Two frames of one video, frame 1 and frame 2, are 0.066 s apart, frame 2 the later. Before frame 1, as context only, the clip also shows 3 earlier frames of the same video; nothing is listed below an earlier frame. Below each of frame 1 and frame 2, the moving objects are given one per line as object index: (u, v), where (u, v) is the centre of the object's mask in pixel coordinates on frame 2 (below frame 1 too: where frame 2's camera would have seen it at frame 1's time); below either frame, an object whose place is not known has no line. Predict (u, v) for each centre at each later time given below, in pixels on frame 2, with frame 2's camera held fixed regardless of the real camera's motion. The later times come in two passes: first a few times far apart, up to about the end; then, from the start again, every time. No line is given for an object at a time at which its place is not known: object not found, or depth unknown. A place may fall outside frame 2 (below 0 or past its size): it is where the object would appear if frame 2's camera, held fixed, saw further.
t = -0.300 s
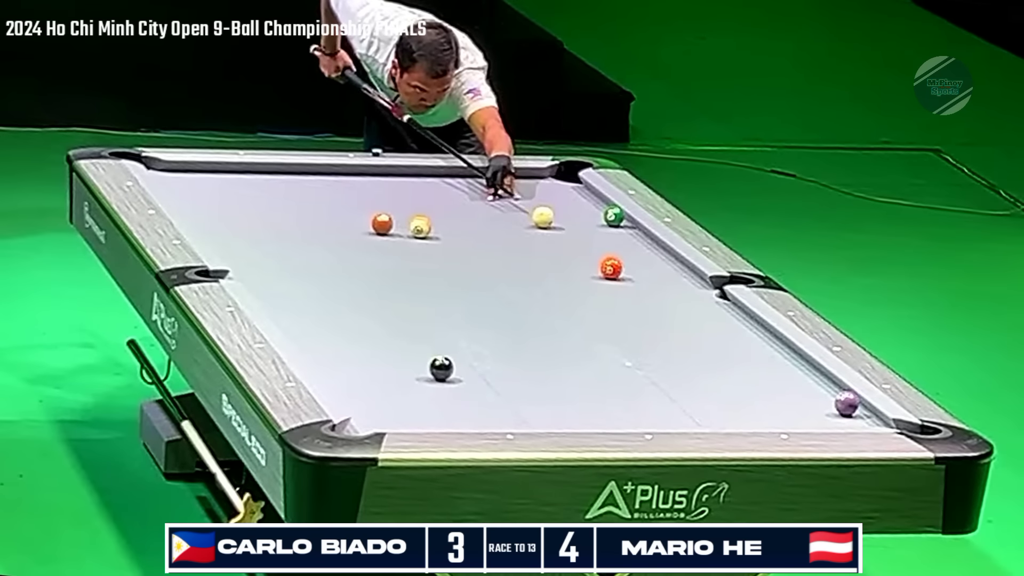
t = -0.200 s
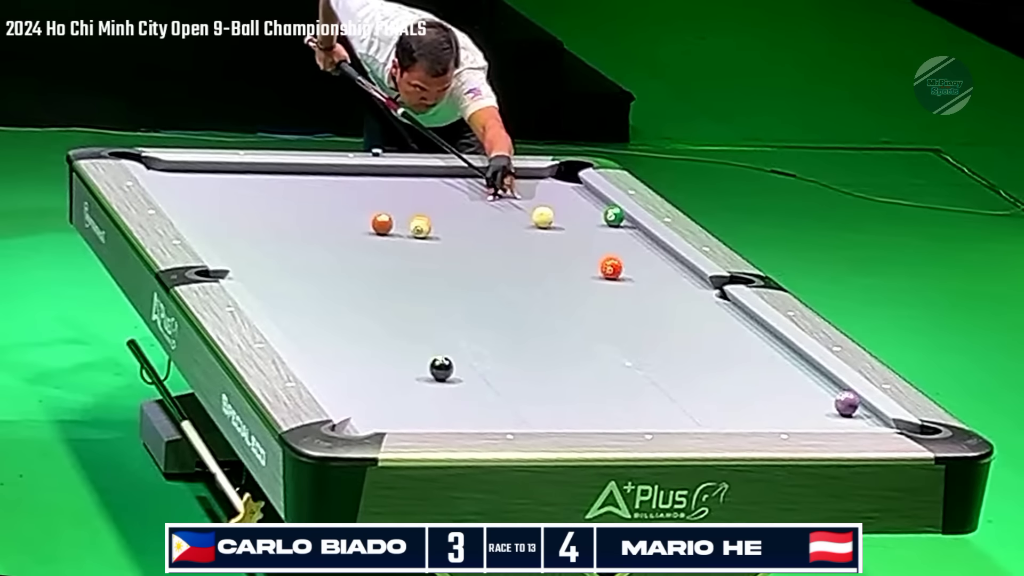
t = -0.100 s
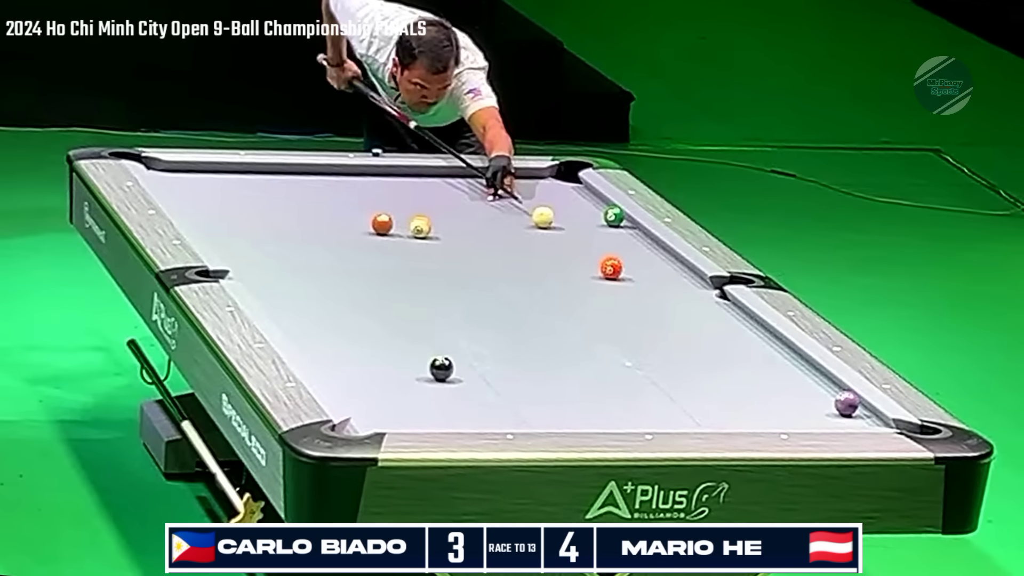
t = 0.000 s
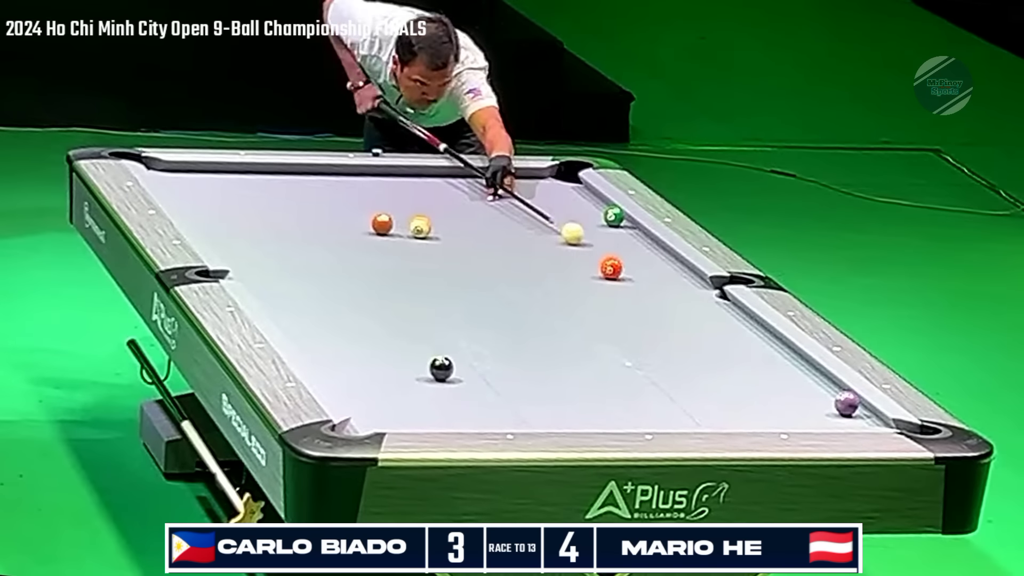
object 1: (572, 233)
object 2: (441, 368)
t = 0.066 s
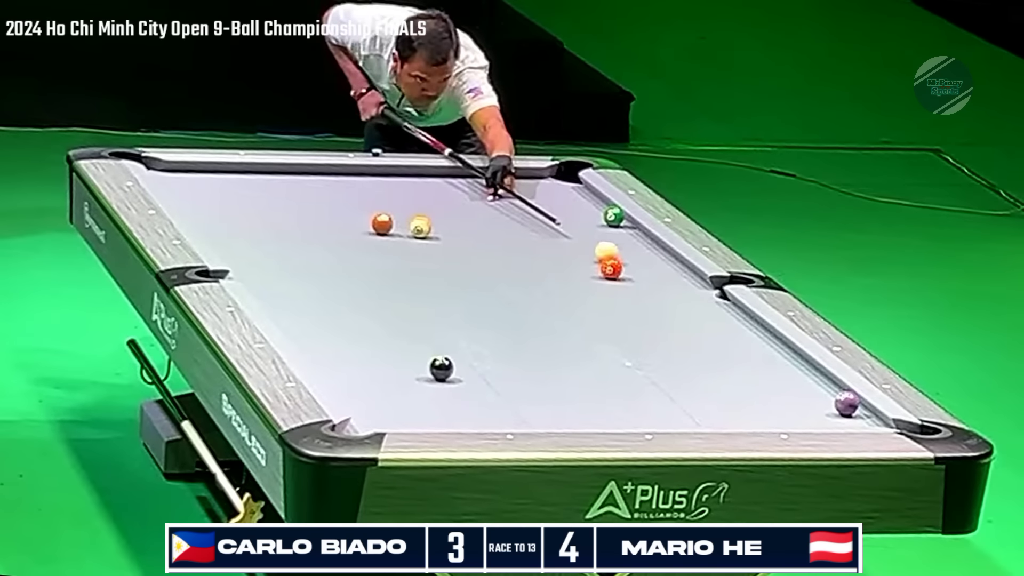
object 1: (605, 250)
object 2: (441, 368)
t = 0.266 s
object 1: (707, 310)
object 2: (441, 368)
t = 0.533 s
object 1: (831, 390)
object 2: (441, 368)
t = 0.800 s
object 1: (812, 405)
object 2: (441, 368)
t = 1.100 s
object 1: (804, 422)
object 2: (441, 368)
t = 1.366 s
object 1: (742, 415)
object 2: (441, 368)
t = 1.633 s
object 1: (684, 407)
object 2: (441, 368)
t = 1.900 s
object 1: (629, 397)
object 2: (441, 368)
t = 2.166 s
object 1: (577, 388)
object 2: (441, 368)
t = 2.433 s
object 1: (528, 379)
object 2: (441, 368)
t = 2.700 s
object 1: (481, 371)
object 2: (441, 368)
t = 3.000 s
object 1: (452, 362)
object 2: (421, 369)
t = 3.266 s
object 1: (436, 355)
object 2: (399, 369)
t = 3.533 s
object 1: (421, 348)
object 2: (378, 370)
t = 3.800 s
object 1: (408, 342)
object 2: (360, 370)
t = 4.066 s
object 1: (397, 337)
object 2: (344, 371)
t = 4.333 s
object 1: (387, 333)
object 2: (330, 371)
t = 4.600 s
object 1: (378, 328)
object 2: (324, 370)
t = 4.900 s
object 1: (369, 325)
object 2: (329, 371)
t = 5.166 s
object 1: (362, 322)
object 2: (332, 371)
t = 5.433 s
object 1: (358, 319)
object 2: (333, 372)
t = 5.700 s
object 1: (354, 317)
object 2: (333, 372)
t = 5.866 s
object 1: (352, 317)
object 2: (333, 372)
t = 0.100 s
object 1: (627, 261)
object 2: (441, 368)
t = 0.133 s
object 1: (640, 271)
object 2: (441, 368)
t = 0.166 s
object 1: (657, 281)
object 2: (441, 368)
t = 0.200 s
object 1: (673, 290)
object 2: (441, 368)
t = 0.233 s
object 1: (690, 300)
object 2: (441, 368)
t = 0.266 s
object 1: (707, 310)
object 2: (441, 368)
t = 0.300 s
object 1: (724, 319)
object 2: (441, 368)
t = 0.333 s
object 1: (742, 329)
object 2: (441, 368)
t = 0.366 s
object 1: (760, 340)
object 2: (441, 368)
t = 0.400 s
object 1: (778, 350)
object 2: (441, 368)
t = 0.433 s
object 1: (797, 361)
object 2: (441, 368)
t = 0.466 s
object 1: (815, 371)
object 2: (441, 368)
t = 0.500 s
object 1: (824, 381)
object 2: (441, 368)
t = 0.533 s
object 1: (831, 390)
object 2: (441, 368)
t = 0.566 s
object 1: (834, 396)
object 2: (441, 368)
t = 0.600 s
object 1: (830, 397)
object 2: (441, 368)
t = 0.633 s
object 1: (826, 398)
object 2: (441, 368)
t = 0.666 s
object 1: (822, 399)
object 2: (441, 368)
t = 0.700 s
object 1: (819, 400)
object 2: (441, 368)
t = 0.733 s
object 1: (816, 401)
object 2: (441, 368)
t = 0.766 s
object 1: (814, 403)
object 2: (441, 368)
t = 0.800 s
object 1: (812, 405)
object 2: (441, 368)
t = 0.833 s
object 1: (810, 407)
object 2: (441, 368)
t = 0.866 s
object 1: (809, 409)
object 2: (441, 368)
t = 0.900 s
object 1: (808, 411)
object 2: (441, 368)
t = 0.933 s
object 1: (807, 413)
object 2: (441, 368)
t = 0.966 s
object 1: (806, 415)
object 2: (441, 368)
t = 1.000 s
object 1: (806, 417)
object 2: (441, 368)
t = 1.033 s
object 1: (805, 418)
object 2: (441, 368)
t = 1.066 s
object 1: (805, 420)
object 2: (441, 368)
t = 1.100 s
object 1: (804, 422)
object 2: (441, 368)
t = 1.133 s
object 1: (799, 421)
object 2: (441, 368)
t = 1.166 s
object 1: (790, 420)
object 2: (441, 368)
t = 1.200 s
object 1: (782, 418)
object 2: (441, 368)
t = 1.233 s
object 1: (773, 418)
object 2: (441, 368)
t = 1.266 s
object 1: (765, 417)
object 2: (441, 368)
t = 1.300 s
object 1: (758, 416)
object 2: (441, 368)
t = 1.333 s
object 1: (750, 416)
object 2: (441, 368)
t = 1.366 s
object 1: (742, 415)
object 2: (441, 368)
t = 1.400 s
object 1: (735, 414)
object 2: (441, 368)
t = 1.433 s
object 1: (728, 413)
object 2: (441, 368)
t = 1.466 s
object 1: (720, 412)
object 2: (441, 368)
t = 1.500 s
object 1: (713, 411)
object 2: (441, 368)
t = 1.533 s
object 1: (706, 410)
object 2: (441, 368)
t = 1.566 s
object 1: (698, 409)
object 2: (441, 368)
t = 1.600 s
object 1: (692, 408)
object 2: (441, 368)
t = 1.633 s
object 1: (684, 407)
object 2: (441, 368)
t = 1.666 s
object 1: (677, 405)
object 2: (441, 368)
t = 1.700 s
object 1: (670, 404)
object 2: (441, 368)
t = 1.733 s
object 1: (663, 403)
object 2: (441, 368)
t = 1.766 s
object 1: (656, 402)
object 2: (441, 368)
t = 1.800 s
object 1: (650, 400)
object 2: (441, 368)
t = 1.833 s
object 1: (643, 399)
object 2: (441, 368)
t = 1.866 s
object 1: (636, 398)
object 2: (441, 368)
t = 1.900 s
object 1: (629, 397)
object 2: (441, 368)
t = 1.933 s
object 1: (623, 396)
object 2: (441, 368)
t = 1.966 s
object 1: (616, 394)
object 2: (441, 368)
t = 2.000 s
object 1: (610, 393)
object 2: (441, 368)
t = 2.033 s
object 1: (603, 392)
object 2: (441, 368)
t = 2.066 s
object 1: (597, 391)
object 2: (441, 368)
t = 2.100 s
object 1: (590, 389)
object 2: (441, 368)
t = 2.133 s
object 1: (583, 388)
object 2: (441, 368)
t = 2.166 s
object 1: (577, 388)
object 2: (441, 368)
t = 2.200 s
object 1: (571, 386)
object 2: (441, 368)
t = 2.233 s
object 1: (564, 385)
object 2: (441, 368)
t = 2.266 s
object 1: (558, 384)
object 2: (441, 368)
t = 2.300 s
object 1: (552, 383)
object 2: (441, 368)
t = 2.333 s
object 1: (546, 382)
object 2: (441, 368)
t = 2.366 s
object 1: (540, 381)
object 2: (441, 368)
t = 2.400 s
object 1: (534, 380)
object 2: (441, 368)
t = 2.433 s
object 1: (528, 379)
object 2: (441, 368)
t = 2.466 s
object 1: (521, 378)
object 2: (441, 368)
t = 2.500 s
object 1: (516, 377)
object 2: (441, 368)
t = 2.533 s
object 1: (509, 376)
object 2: (441, 368)
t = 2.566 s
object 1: (504, 375)
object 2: (441, 368)
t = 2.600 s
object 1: (498, 374)
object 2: (441, 368)
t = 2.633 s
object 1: (492, 373)
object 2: (441, 368)
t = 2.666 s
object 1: (486, 372)
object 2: (441, 368)
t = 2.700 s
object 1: (481, 371)
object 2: (441, 368)
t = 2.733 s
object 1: (475, 370)
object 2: (441, 368)
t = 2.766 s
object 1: (469, 369)
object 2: (441, 368)
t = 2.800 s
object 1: (465, 368)
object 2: (440, 368)
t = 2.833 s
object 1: (463, 367)
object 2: (436, 368)
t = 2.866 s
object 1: (461, 366)
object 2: (433, 368)
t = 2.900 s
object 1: (458, 365)
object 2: (430, 369)
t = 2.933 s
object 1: (456, 364)
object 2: (427, 369)
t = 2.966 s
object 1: (454, 363)
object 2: (424, 369)
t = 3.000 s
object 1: (452, 362)
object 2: (421, 369)
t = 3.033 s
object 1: (450, 361)
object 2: (418, 369)
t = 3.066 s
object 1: (448, 361)
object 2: (415, 369)
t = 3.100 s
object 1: (446, 359)
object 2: (412, 369)
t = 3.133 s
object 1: (444, 358)
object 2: (410, 369)
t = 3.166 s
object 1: (442, 357)
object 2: (407, 369)
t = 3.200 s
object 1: (440, 357)
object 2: (404, 369)
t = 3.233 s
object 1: (438, 356)
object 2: (401, 369)
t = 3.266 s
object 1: (436, 355)
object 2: (399, 369)
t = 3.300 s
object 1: (435, 354)
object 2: (396, 369)
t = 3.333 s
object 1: (433, 353)
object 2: (393, 369)
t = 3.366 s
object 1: (430, 352)
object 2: (391, 369)
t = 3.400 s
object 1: (429, 352)
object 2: (388, 370)
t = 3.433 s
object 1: (427, 351)
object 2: (385, 370)
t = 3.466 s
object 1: (425, 350)
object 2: (383, 370)
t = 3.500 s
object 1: (424, 349)
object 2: (380, 370)
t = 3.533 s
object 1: (421, 348)
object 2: (378, 370)
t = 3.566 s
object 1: (420, 348)
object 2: (376, 370)
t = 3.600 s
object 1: (418, 347)
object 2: (373, 370)
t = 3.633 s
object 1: (416, 346)
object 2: (371, 370)
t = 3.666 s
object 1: (415, 345)
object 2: (369, 370)
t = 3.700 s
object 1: (413, 345)
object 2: (367, 370)
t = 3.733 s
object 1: (412, 344)
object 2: (364, 370)
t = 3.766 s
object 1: (410, 343)
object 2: (362, 370)
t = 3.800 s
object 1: (408, 342)
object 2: (360, 370)
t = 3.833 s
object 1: (407, 342)
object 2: (358, 371)
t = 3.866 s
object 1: (406, 341)
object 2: (356, 370)
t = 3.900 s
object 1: (404, 341)
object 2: (354, 370)
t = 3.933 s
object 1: (402, 340)
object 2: (352, 370)
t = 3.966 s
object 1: (401, 339)
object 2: (350, 371)
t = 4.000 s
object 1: (400, 339)
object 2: (348, 371)
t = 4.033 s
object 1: (398, 338)
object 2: (346, 371)
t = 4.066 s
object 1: (397, 337)
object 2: (344, 371)
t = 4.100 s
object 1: (395, 337)
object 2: (342, 371)
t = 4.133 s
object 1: (394, 336)
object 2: (340, 371)
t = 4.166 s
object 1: (393, 335)
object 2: (338, 371)
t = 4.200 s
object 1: (391, 335)
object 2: (336, 371)
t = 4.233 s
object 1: (390, 334)
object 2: (335, 371)
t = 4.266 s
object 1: (389, 334)
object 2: (333, 371)
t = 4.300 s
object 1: (387, 333)
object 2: (332, 371)
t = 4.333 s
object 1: (387, 333)
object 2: (330, 371)
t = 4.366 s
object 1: (385, 332)
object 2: (329, 371)
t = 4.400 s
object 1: (384, 332)
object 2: (327, 370)
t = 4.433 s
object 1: (383, 331)
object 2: (326, 370)
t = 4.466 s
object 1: (382, 330)
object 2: (325, 370)
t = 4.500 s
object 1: (380, 330)
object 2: (324, 370)
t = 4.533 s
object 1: (380, 329)
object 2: (323, 369)
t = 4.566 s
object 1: (378, 329)
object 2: (324, 369)
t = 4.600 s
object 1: (378, 328)
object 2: (324, 370)
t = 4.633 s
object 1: (376, 328)
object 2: (325, 370)
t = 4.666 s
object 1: (375, 327)
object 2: (325, 370)
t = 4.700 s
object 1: (375, 327)
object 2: (326, 370)
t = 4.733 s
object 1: (373, 327)
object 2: (326, 370)
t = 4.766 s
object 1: (372, 326)
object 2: (327, 371)
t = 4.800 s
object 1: (372, 326)
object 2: (327, 371)
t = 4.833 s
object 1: (371, 325)
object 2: (328, 371)
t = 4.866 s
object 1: (369, 325)
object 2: (328, 371)
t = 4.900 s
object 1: (369, 325)
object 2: (329, 371)
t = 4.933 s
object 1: (368, 324)
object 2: (329, 371)
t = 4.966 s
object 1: (367, 324)
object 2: (330, 371)
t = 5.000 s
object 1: (366, 323)
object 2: (330, 371)
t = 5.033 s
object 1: (365, 323)
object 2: (331, 371)
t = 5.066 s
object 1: (365, 323)
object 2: (331, 371)
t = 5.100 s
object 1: (364, 323)
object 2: (331, 371)
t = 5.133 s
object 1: (363, 322)
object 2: (332, 371)
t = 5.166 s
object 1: (362, 322)
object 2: (332, 371)
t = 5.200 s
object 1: (361, 321)
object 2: (332, 371)
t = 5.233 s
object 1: (361, 321)
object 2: (332, 371)
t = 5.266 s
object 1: (361, 321)
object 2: (333, 372)
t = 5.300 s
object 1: (360, 320)
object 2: (333, 372)
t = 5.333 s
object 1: (360, 320)
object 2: (333, 371)
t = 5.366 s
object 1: (359, 319)
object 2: (333, 372)
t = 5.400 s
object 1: (358, 319)
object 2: (333, 372)
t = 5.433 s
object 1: (358, 319)
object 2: (333, 372)
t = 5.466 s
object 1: (357, 319)
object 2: (333, 372)
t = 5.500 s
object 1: (357, 318)
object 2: (333, 372)
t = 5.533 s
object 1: (356, 318)
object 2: (333, 372)
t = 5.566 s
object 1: (356, 318)
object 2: (333, 372)
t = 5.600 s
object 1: (355, 318)
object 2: (333, 372)
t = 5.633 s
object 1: (355, 318)
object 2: (333, 372)
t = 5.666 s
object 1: (354, 318)
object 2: (333, 372)
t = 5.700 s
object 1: (354, 317)
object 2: (333, 372)
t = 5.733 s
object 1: (354, 317)
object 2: (333, 372)
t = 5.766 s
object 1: (353, 317)
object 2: (333, 372)
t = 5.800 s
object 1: (353, 317)
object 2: (333, 372)
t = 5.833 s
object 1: (353, 317)
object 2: (333, 372)
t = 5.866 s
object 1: (352, 317)
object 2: (333, 372)
